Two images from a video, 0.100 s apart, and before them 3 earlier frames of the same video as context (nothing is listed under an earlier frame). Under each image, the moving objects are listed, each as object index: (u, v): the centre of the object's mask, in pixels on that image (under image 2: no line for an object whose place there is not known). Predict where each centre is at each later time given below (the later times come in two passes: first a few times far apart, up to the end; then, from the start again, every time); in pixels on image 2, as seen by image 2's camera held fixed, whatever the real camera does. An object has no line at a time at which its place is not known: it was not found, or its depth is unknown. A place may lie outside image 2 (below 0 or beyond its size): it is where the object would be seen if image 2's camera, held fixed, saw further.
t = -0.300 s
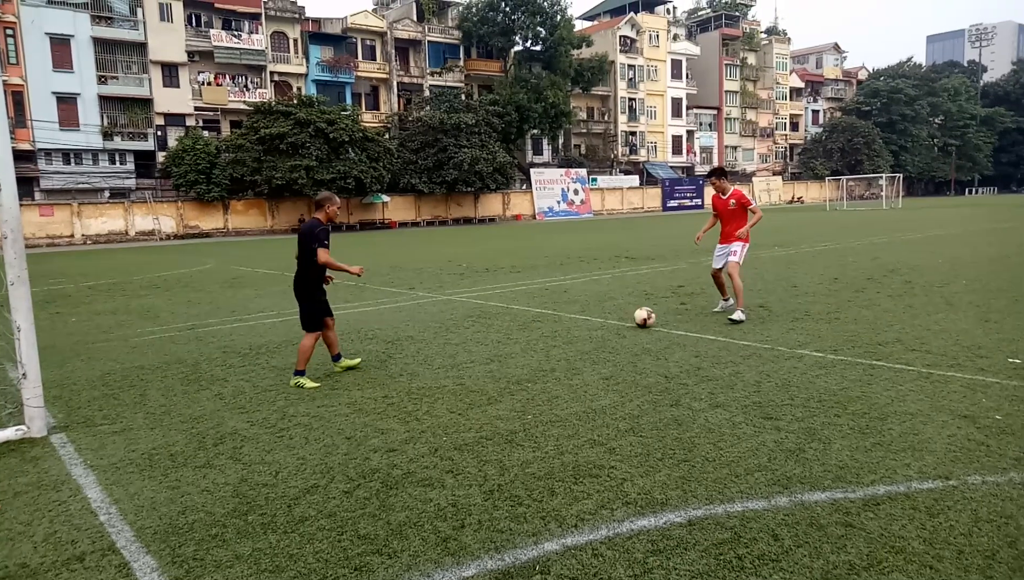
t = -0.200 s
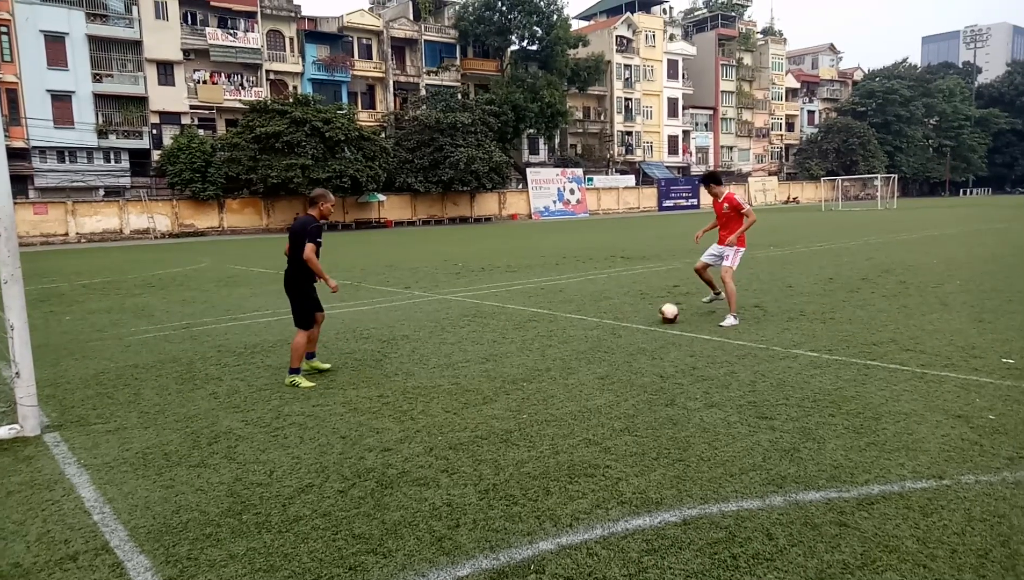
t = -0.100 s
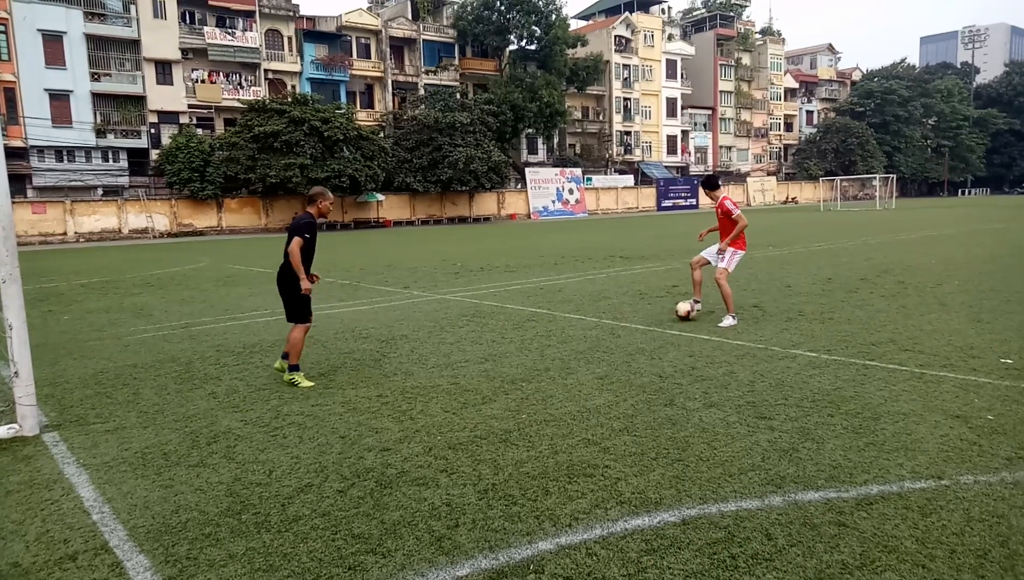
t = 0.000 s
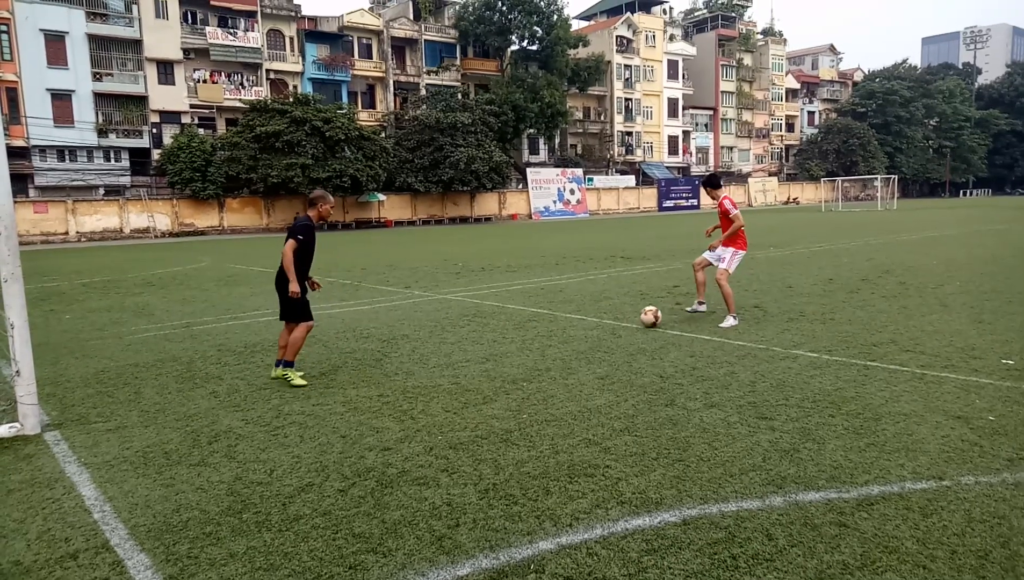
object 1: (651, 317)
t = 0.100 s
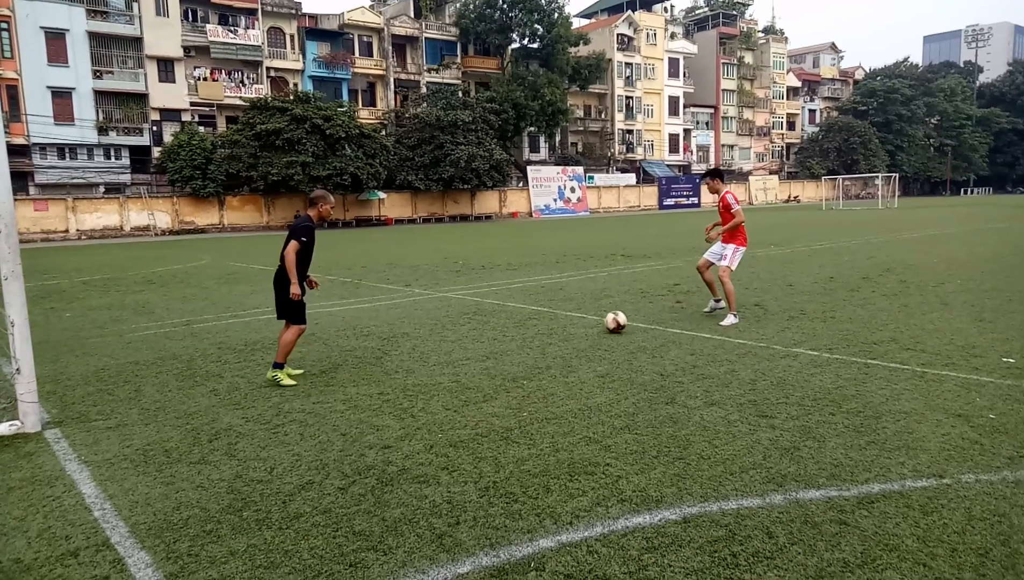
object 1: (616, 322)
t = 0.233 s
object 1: (572, 331)
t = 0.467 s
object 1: (496, 346)
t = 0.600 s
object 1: (450, 355)
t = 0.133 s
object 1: (604, 324)
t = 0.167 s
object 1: (593, 327)
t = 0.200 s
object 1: (582, 329)
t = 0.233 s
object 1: (572, 331)
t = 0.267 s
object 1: (560, 333)
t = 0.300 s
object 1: (549, 336)
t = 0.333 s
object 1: (539, 337)
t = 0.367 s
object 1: (529, 340)
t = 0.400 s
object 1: (518, 342)
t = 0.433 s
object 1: (508, 344)
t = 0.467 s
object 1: (496, 346)
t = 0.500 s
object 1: (485, 348)
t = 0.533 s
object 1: (474, 350)
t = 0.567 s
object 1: (462, 352)
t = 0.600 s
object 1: (450, 355)
